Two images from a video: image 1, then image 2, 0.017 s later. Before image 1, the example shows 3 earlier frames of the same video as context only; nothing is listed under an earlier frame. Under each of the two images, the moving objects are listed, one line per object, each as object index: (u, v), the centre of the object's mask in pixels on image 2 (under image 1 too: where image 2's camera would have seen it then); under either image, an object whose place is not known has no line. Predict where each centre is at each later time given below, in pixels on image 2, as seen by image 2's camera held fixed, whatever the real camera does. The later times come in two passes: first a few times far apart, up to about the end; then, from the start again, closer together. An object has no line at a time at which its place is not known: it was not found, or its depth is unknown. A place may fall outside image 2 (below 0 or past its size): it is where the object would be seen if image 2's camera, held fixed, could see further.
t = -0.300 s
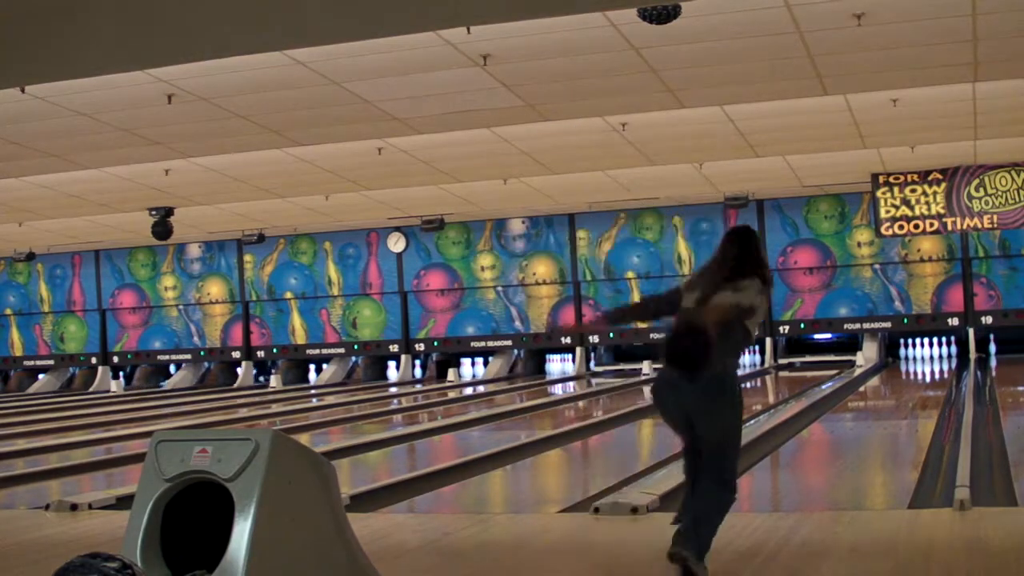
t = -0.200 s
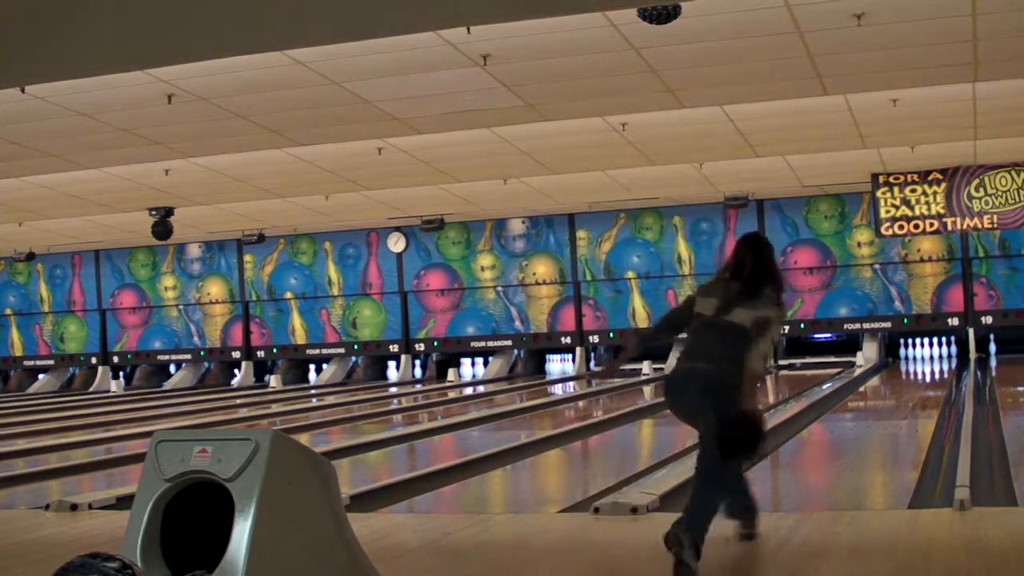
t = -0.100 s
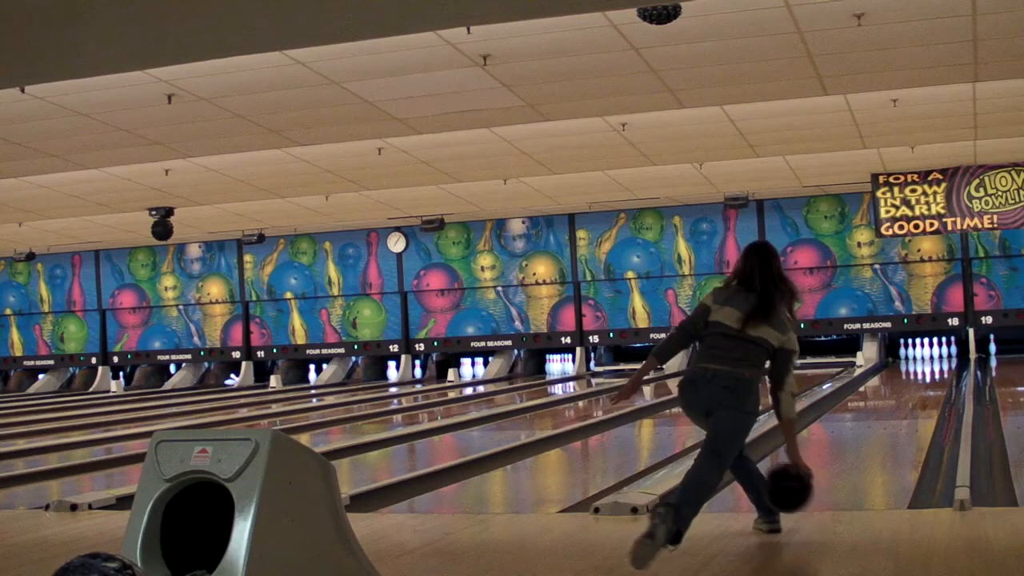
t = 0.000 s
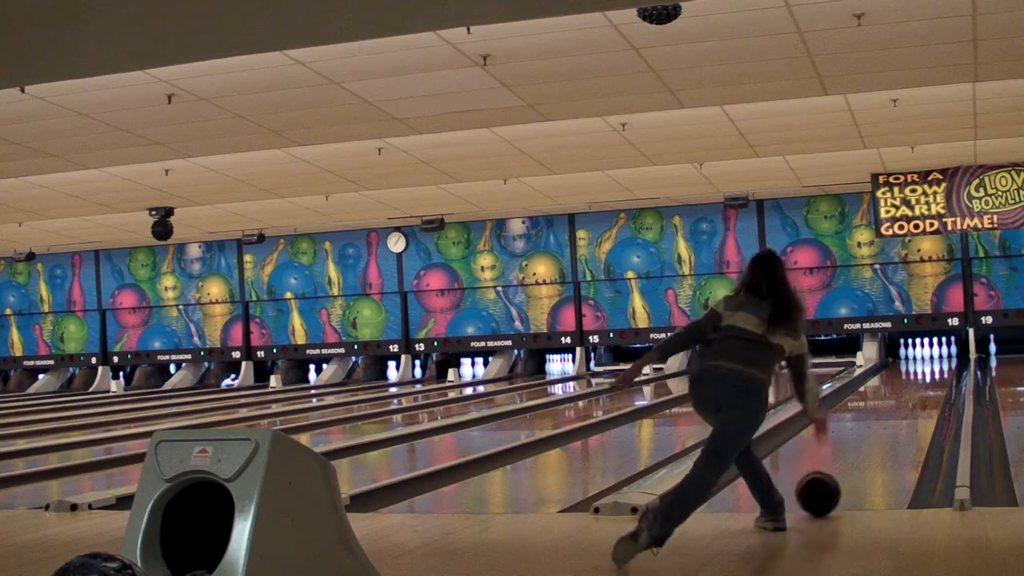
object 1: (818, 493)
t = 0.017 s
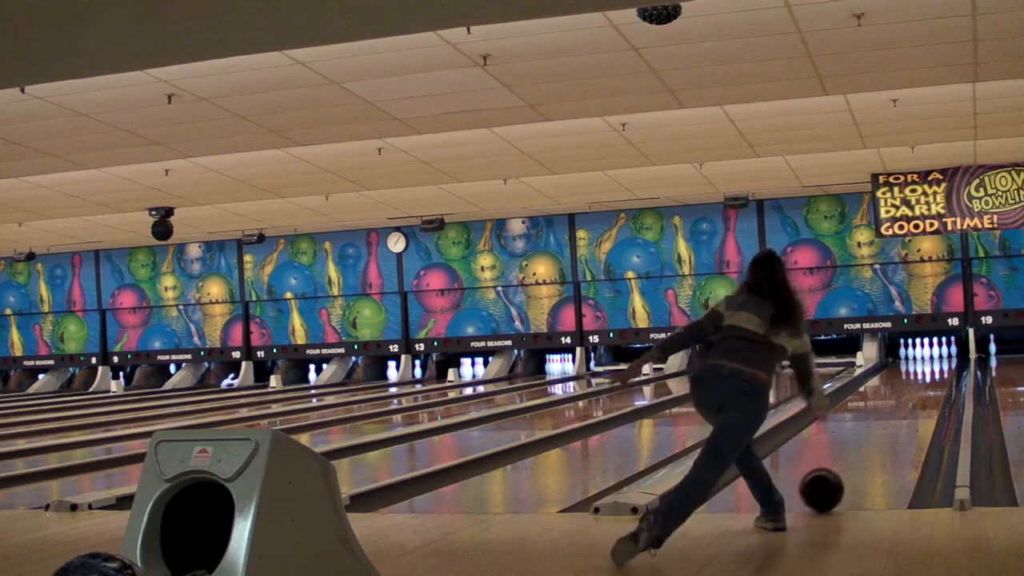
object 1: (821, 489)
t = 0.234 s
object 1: (857, 455)
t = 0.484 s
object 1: (884, 428)
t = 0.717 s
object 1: (901, 410)
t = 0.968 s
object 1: (913, 396)
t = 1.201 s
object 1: (923, 385)
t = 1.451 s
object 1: (929, 377)
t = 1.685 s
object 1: (933, 371)
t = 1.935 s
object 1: (935, 365)
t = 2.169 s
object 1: (936, 361)
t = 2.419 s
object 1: (934, 358)
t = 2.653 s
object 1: (931, 355)
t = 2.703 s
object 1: (930, 354)
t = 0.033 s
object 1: (825, 486)
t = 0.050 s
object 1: (828, 483)
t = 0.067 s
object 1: (831, 481)
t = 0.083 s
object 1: (834, 479)
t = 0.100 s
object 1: (837, 476)
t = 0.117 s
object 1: (840, 473)
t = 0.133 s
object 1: (843, 470)
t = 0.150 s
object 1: (845, 468)
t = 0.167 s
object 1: (848, 465)
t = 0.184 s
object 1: (850, 462)
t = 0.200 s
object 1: (852, 460)
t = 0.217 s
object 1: (855, 457)
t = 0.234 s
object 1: (857, 455)
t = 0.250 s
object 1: (859, 453)
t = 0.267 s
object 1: (861, 451)
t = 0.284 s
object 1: (864, 449)
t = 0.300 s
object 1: (865, 447)
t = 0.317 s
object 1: (867, 445)
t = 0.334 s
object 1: (869, 443)
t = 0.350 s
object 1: (871, 441)
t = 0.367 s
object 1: (873, 439)
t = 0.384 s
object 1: (875, 437)
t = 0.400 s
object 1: (876, 436)
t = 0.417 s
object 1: (878, 434)
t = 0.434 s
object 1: (879, 433)
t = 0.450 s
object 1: (881, 431)
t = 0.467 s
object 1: (882, 429)
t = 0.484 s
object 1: (884, 428)
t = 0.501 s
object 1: (885, 427)
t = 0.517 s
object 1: (887, 425)
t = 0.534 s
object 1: (888, 424)
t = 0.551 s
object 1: (889, 422)
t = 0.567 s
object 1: (890, 421)
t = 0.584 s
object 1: (892, 419)
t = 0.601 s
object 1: (893, 418)
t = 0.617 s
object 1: (894, 417)
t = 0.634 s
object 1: (895, 416)
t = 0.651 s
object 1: (896, 414)
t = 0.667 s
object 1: (897, 413)
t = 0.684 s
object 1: (898, 412)
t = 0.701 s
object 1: (900, 411)
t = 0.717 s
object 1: (901, 410)
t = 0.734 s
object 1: (902, 409)
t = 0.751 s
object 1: (903, 408)
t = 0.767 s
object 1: (903, 407)
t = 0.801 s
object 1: (906, 405)
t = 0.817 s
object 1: (907, 404)
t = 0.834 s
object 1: (907, 403)
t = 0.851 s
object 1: (908, 402)
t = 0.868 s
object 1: (909, 401)
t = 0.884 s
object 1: (909, 400)
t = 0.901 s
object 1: (910, 399)
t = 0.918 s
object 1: (911, 398)
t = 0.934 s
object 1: (912, 397)
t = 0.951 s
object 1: (913, 397)
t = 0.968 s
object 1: (913, 396)
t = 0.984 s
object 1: (914, 395)
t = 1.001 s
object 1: (915, 394)
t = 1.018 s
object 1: (916, 393)
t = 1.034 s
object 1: (917, 392)
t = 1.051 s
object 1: (917, 392)
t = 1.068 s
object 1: (918, 391)
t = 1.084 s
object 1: (918, 390)
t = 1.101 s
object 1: (919, 389)
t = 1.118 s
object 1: (920, 389)
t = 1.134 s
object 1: (920, 389)
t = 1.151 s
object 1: (921, 388)
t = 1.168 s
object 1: (922, 387)
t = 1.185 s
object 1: (922, 386)
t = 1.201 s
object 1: (923, 385)
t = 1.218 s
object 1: (923, 385)
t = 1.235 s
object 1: (923, 384)
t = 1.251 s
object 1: (924, 383)
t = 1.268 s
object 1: (924, 383)
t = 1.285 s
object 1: (924, 383)
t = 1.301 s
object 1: (925, 381)
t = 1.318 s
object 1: (926, 381)
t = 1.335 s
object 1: (926, 380)
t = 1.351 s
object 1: (926, 380)
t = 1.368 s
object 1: (927, 379)
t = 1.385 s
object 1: (927, 379)
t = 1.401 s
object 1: (928, 378)
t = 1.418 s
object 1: (928, 378)
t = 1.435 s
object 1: (929, 378)
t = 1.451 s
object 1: (929, 377)
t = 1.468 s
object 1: (929, 376)
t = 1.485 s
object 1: (929, 376)
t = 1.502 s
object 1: (930, 375)
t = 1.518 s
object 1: (930, 375)
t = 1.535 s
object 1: (930, 374)
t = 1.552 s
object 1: (931, 374)
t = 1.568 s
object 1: (931, 374)
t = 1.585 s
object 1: (931, 373)
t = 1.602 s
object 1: (931, 373)
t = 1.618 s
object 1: (931, 372)
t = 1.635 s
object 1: (931, 372)
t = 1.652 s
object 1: (932, 371)
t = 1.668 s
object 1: (932, 371)
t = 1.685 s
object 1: (933, 371)
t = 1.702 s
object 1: (933, 370)
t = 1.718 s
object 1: (933, 370)
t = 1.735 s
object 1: (933, 369)
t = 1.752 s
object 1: (933, 369)
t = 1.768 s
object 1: (934, 369)
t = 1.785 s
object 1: (934, 368)
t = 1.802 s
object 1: (934, 368)
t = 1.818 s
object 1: (934, 368)
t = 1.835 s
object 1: (934, 367)
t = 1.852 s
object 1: (934, 366)
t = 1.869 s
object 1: (934, 366)
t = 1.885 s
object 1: (934, 366)
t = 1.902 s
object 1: (935, 366)
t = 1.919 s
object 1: (935, 366)
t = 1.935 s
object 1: (935, 365)
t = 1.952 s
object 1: (935, 365)
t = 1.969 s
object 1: (935, 365)
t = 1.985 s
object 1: (936, 365)
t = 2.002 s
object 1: (936, 365)
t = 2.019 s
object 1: (936, 365)
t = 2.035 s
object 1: (936, 364)
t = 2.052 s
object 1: (936, 364)
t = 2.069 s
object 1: (935, 363)
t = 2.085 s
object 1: (935, 362)
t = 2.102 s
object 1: (936, 362)
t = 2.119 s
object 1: (935, 362)
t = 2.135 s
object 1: (935, 362)
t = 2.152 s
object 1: (935, 361)
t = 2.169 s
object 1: (936, 361)
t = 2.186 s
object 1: (935, 361)
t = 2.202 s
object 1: (935, 361)
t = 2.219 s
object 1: (936, 360)
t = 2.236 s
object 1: (935, 360)
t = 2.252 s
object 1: (935, 360)
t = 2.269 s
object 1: (935, 359)
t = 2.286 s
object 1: (935, 360)
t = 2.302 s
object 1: (935, 359)
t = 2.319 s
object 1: (935, 359)
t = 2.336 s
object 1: (935, 359)
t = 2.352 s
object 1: (935, 359)
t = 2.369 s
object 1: (935, 358)
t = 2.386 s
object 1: (935, 358)
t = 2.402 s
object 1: (934, 358)
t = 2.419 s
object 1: (934, 358)
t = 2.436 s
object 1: (934, 358)
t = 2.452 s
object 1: (934, 357)
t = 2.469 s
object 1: (934, 357)
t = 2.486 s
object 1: (934, 357)
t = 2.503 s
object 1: (934, 357)
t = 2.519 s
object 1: (934, 357)
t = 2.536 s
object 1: (934, 356)
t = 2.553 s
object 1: (933, 356)
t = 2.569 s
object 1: (933, 356)
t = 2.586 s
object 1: (933, 356)
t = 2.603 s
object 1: (932, 355)
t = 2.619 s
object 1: (932, 355)
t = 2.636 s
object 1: (931, 355)
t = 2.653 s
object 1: (931, 355)
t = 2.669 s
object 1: (931, 355)
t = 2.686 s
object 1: (931, 355)
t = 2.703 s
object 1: (930, 354)
